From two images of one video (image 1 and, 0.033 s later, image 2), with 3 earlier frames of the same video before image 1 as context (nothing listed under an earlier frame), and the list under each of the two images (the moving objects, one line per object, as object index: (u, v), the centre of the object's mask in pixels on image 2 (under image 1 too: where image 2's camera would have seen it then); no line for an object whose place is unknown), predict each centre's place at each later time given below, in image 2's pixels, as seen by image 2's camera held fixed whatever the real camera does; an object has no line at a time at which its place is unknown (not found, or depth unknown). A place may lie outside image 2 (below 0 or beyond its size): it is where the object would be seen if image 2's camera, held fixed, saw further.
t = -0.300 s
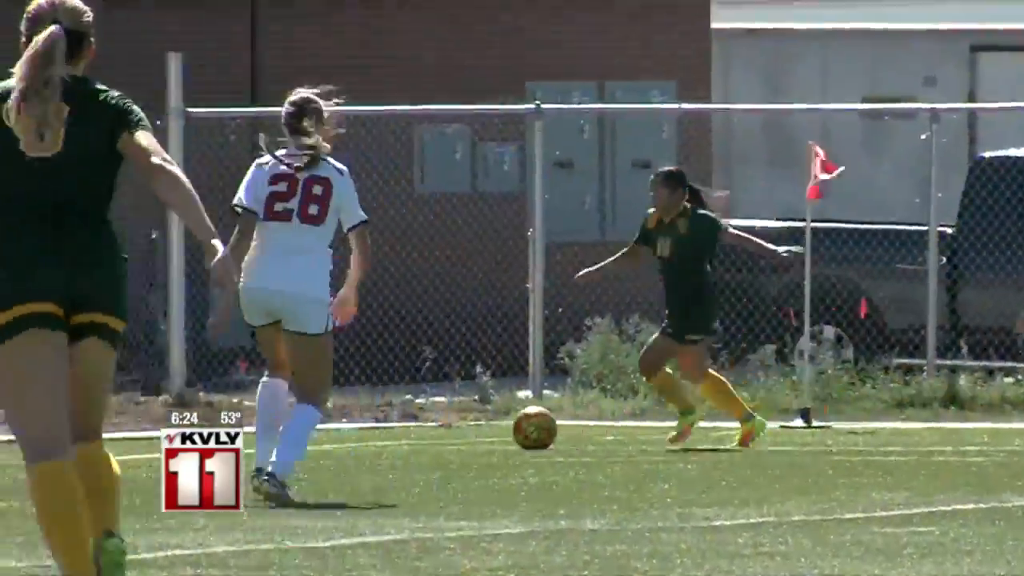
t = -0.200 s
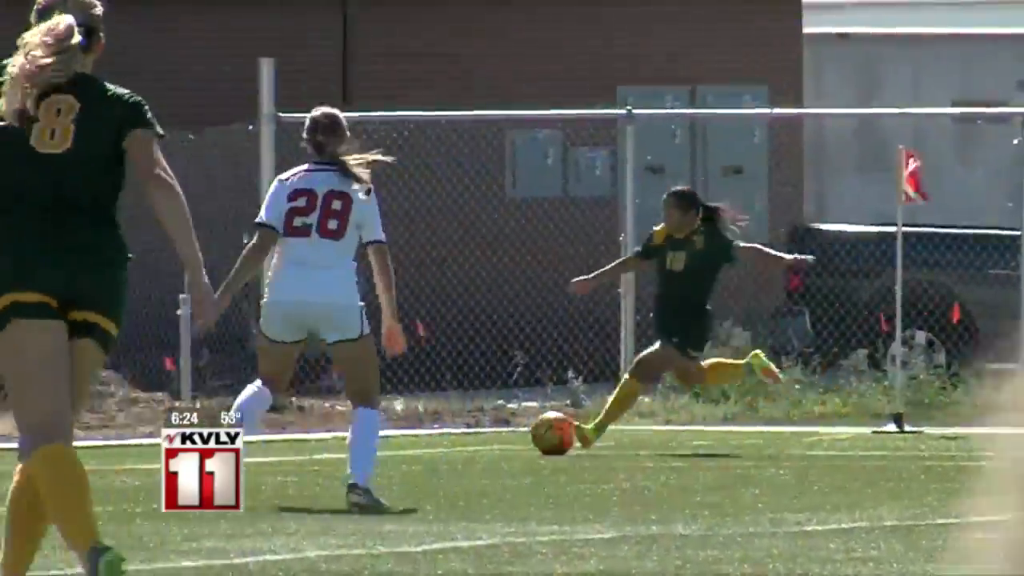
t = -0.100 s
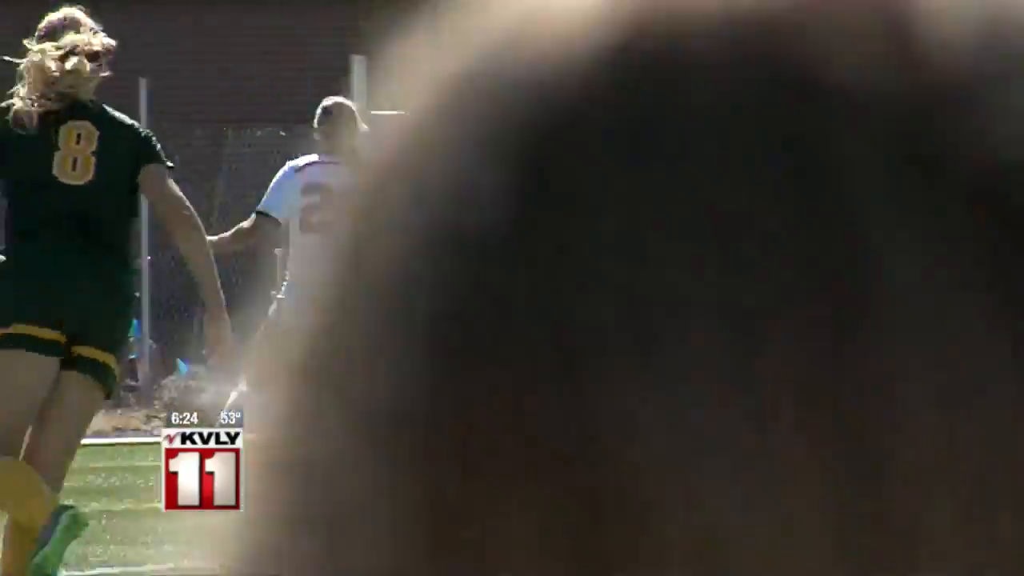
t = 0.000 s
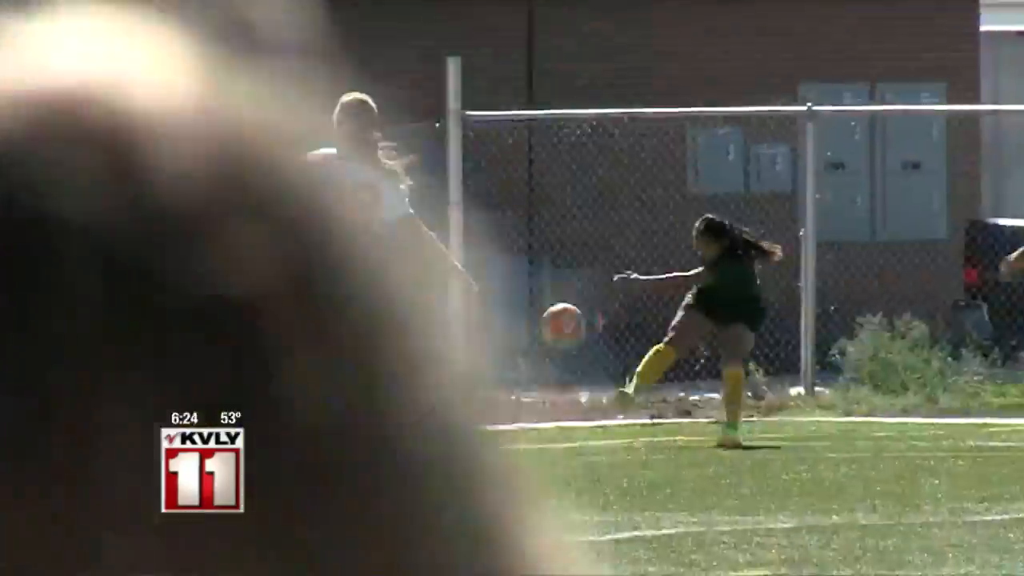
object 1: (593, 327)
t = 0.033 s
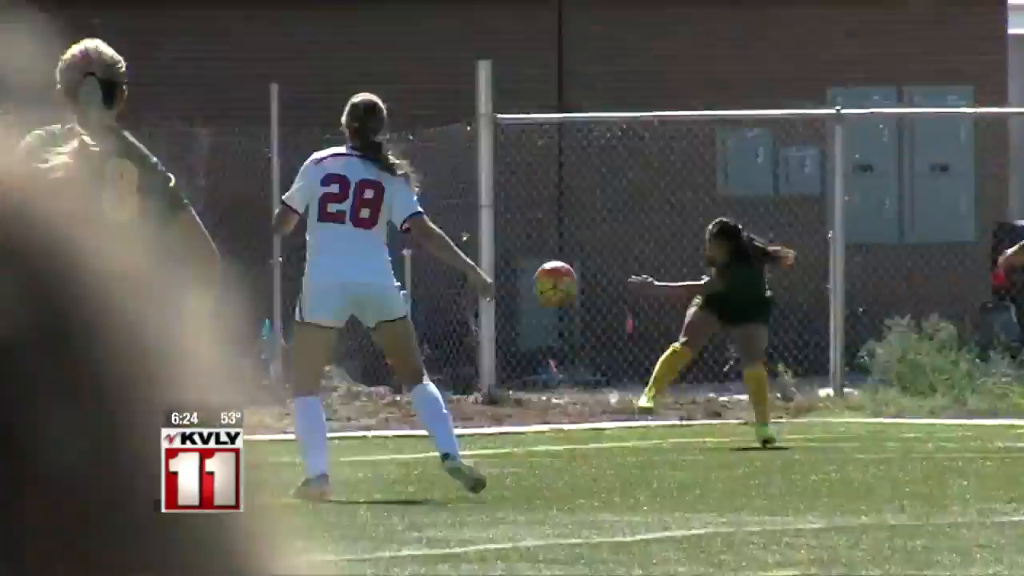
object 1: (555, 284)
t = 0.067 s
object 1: (517, 240)
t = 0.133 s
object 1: (440, 157)
